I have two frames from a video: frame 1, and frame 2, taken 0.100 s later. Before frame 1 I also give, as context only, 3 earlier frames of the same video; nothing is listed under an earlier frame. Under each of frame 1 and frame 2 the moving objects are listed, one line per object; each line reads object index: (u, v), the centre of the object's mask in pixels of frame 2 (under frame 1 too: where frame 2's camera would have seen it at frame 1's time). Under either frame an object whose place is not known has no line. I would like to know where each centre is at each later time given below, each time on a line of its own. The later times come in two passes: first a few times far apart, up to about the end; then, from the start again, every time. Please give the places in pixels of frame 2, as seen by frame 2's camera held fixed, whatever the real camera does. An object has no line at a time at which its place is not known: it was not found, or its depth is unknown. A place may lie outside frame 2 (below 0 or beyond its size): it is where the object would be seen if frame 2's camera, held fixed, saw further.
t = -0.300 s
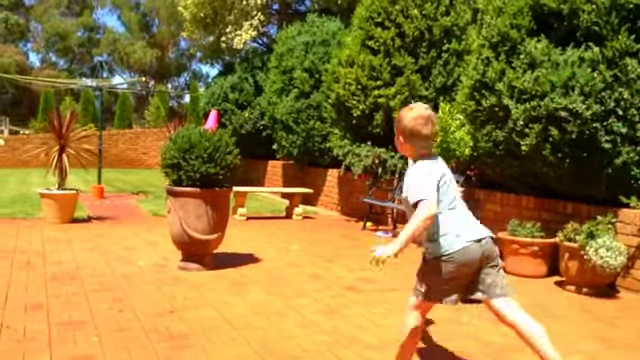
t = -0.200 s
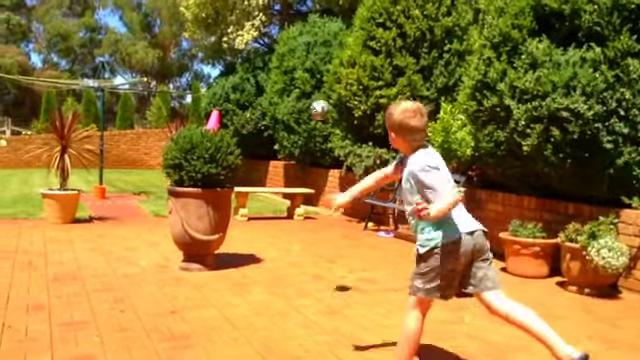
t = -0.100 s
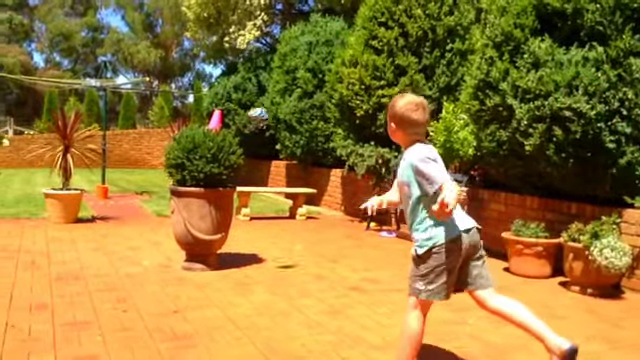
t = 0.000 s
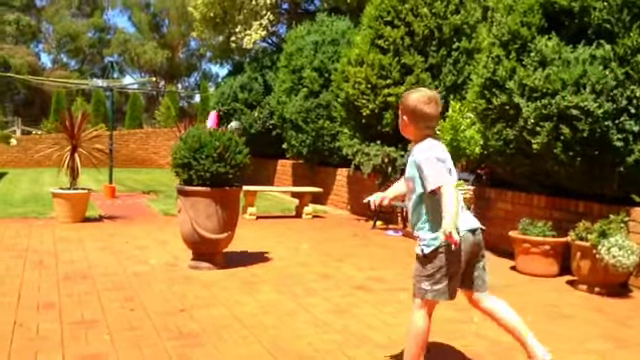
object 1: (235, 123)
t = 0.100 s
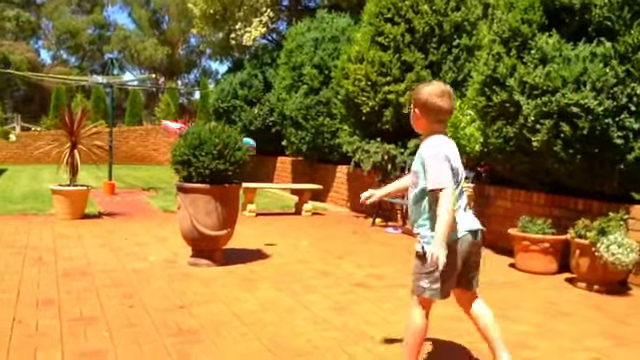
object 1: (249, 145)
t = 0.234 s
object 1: (264, 180)
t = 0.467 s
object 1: (276, 205)
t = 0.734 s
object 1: (268, 176)
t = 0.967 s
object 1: (262, 200)
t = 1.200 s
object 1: (261, 212)
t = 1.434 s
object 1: (268, 204)
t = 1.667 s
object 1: (280, 230)
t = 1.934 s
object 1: (304, 235)
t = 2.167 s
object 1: (309, 234)
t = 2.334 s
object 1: (315, 235)
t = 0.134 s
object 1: (253, 154)
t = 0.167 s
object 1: (257, 162)
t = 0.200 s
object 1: (260, 171)
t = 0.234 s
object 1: (264, 180)
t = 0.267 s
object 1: (267, 191)
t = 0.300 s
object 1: (270, 202)
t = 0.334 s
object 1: (273, 213)
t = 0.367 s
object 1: (277, 226)
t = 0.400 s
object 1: (278, 224)
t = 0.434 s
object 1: (277, 214)
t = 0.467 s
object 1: (276, 205)
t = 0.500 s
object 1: (275, 199)
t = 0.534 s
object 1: (273, 193)
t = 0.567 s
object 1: (274, 188)
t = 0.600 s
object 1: (272, 183)
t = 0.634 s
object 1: (271, 180)
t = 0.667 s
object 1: (270, 177)
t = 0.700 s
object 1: (269, 176)
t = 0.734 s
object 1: (268, 176)
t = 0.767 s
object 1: (268, 176)
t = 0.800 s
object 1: (267, 177)
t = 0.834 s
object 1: (266, 181)
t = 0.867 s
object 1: (265, 184)
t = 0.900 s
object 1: (266, 188)
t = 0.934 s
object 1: (263, 194)
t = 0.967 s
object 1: (262, 200)
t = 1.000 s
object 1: (260, 208)
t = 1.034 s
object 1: (259, 217)
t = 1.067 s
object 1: (258, 226)
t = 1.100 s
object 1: (258, 230)
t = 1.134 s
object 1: (259, 223)
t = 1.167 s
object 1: (260, 217)
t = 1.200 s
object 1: (261, 212)
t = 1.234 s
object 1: (263, 208)
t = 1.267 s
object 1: (263, 203)
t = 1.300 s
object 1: (265, 202)
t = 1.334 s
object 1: (266, 201)
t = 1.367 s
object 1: (267, 200)
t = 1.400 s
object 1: (268, 202)
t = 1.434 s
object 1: (268, 204)
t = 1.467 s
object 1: (270, 206)
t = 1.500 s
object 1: (271, 210)
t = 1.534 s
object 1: (272, 215)
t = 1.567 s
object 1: (273, 222)
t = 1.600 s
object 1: (274, 229)
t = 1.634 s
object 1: (276, 233)
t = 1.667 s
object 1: (280, 230)
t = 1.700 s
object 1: (283, 228)
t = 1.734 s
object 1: (286, 228)
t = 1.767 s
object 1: (290, 228)
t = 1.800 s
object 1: (293, 229)
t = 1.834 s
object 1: (297, 231)
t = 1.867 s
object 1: (300, 235)
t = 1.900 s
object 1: (303, 238)
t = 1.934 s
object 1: (304, 235)
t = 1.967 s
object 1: (305, 232)
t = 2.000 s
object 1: (306, 230)
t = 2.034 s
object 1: (307, 229)
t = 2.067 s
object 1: (307, 228)
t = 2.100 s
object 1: (308, 229)
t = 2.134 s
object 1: (309, 231)
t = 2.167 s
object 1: (309, 234)
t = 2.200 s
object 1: (310, 235)
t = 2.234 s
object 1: (311, 233)
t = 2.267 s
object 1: (312, 233)
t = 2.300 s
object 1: (314, 233)
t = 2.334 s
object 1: (315, 235)
